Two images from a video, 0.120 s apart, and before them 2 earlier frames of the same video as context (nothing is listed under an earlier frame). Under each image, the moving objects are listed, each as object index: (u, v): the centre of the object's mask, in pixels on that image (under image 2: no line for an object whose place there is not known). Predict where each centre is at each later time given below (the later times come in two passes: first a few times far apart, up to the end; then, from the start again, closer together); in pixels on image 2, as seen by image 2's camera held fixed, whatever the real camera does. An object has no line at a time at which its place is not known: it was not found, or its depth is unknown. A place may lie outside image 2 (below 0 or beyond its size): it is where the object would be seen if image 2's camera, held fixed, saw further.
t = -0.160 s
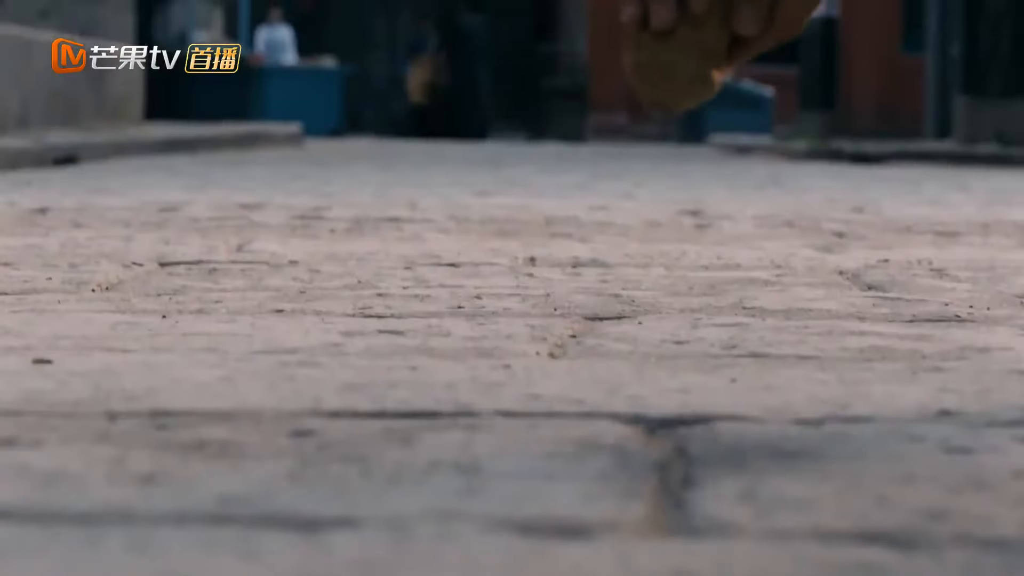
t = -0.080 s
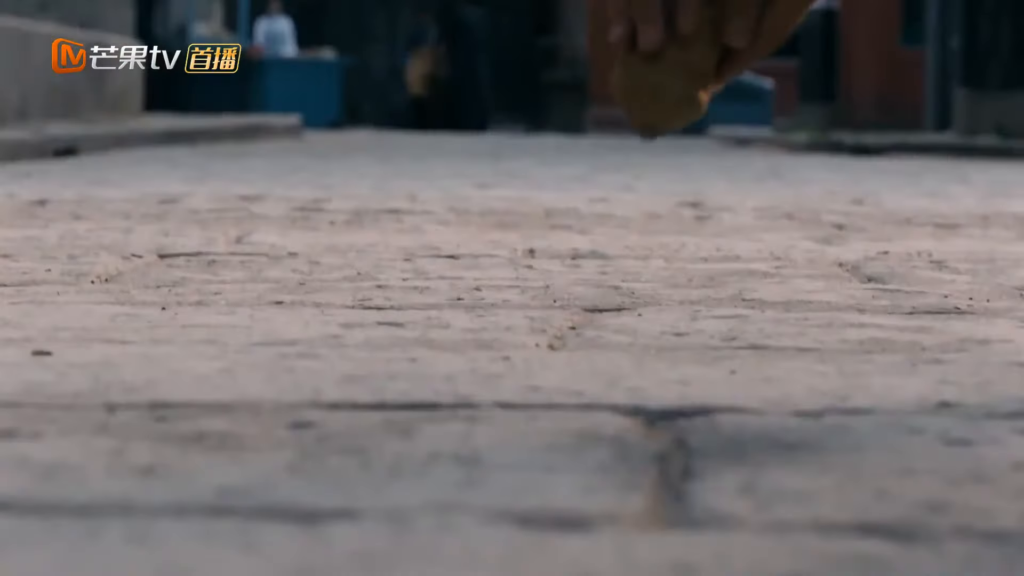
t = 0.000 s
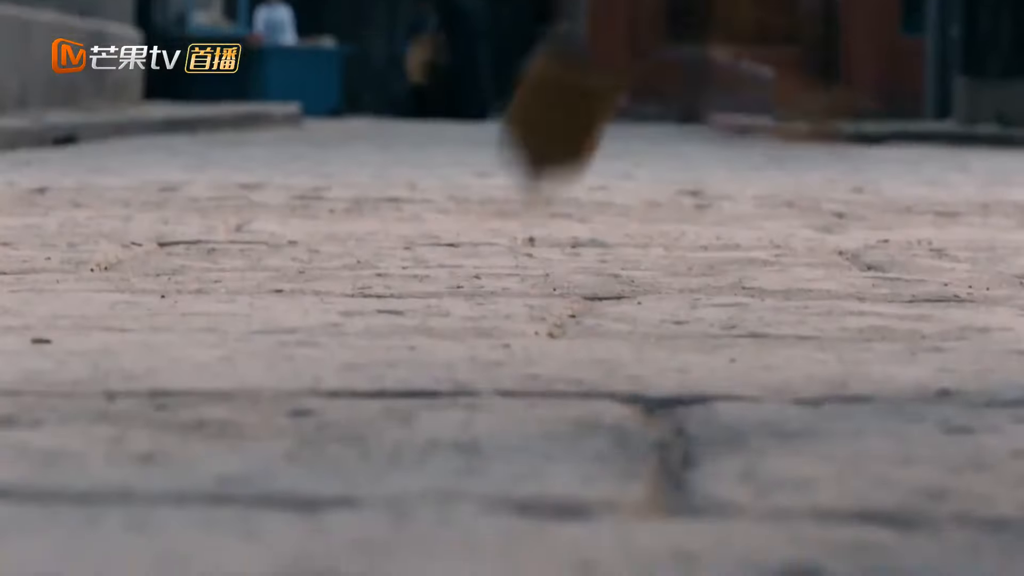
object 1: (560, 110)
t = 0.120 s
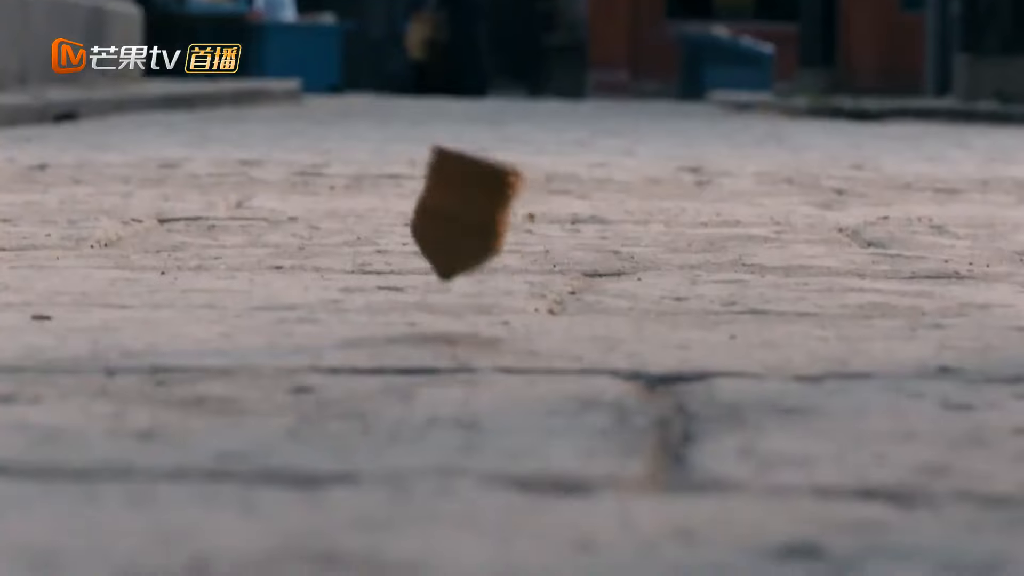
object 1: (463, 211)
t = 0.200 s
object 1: (446, 242)
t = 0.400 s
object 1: (471, 248)
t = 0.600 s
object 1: (546, 246)
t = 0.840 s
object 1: (622, 254)
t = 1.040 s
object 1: (657, 255)
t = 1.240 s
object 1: (643, 253)
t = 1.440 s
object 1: (614, 253)
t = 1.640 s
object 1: (579, 255)
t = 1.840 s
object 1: (564, 250)
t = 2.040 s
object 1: (584, 247)
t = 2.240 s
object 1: (602, 248)
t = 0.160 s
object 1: (454, 214)
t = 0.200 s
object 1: (446, 242)
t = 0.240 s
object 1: (445, 260)
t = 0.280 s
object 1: (450, 260)
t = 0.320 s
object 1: (455, 251)
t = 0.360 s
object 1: (461, 249)
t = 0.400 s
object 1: (471, 248)
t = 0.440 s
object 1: (483, 248)
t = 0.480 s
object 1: (502, 250)
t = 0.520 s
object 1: (516, 249)
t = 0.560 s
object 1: (527, 246)
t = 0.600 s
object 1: (546, 246)
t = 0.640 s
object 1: (561, 245)
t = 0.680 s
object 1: (574, 246)
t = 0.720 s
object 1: (584, 246)
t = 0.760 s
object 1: (598, 253)
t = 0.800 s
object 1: (612, 248)
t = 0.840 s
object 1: (622, 254)
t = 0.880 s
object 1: (633, 254)
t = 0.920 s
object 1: (641, 253)
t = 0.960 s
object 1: (649, 254)
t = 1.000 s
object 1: (655, 253)
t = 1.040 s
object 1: (657, 255)
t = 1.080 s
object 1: (650, 256)
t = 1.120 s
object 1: (650, 253)
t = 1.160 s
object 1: (653, 252)
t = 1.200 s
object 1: (650, 254)
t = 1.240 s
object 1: (643, 253)
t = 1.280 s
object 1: (641, 252)
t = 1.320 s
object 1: (638, 251)
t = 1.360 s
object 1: (631, 252)
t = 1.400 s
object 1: (623, 252)
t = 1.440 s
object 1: (614, 253)
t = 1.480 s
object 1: (601, 253)
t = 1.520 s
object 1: (592, 253)
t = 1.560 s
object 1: (585, 254)
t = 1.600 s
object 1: (583, 252)
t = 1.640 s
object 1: (579, 255)
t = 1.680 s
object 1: (570, 255)
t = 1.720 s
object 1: (564, 253)
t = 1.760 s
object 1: (562, 251)
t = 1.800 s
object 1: (565, 252)
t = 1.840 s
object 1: (564, 250)
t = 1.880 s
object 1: (563, 248)
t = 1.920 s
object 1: (565, 250)
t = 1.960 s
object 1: (573, 249)
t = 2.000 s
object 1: (580, 251)
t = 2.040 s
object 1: (584, 247)
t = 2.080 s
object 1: (585, 247)
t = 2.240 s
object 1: (602, 248)
